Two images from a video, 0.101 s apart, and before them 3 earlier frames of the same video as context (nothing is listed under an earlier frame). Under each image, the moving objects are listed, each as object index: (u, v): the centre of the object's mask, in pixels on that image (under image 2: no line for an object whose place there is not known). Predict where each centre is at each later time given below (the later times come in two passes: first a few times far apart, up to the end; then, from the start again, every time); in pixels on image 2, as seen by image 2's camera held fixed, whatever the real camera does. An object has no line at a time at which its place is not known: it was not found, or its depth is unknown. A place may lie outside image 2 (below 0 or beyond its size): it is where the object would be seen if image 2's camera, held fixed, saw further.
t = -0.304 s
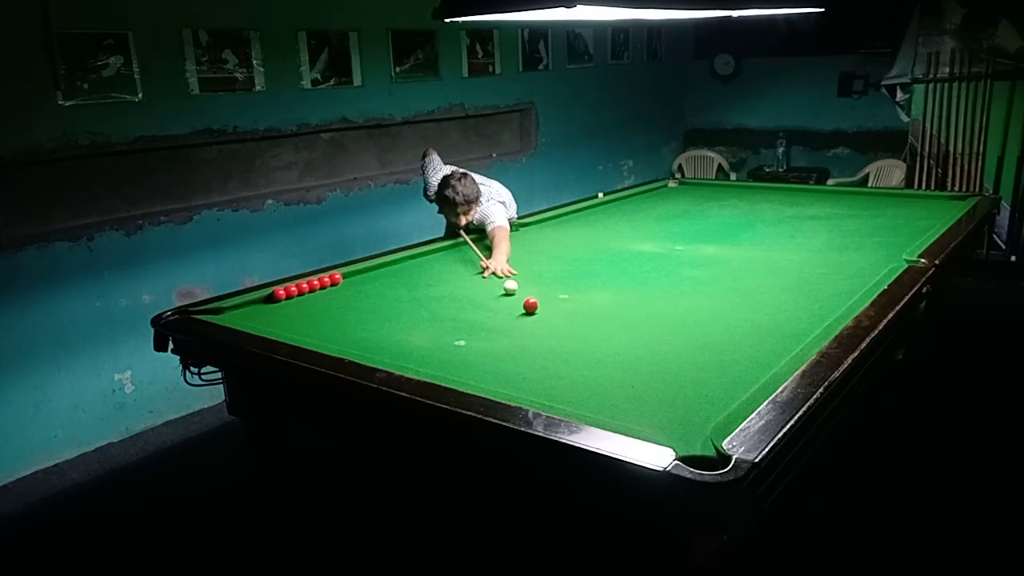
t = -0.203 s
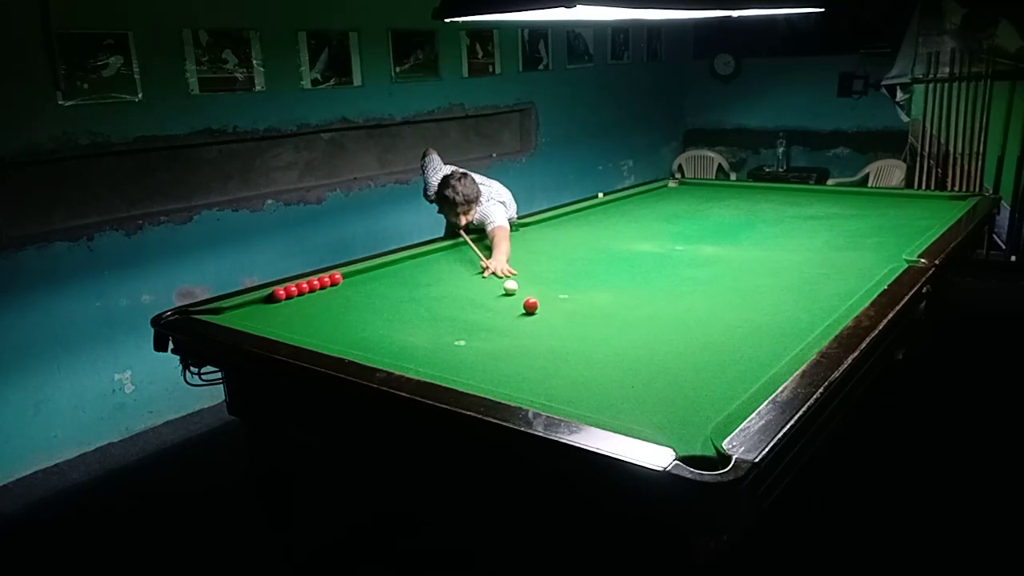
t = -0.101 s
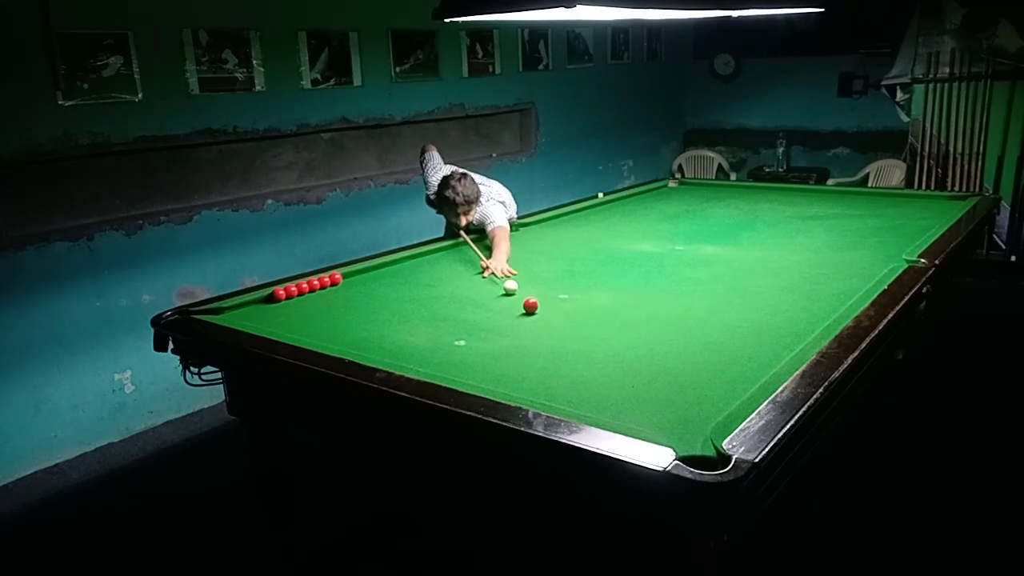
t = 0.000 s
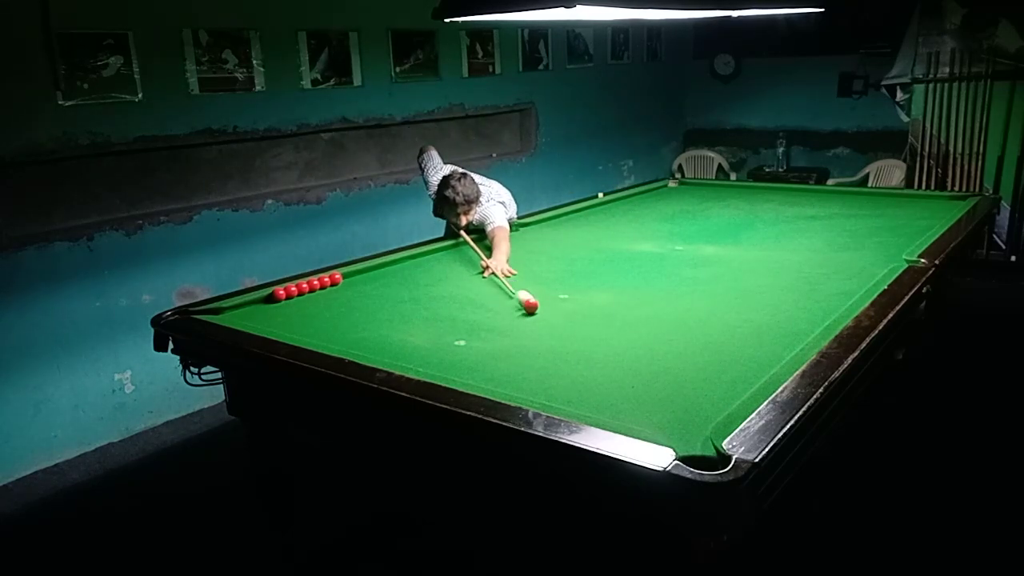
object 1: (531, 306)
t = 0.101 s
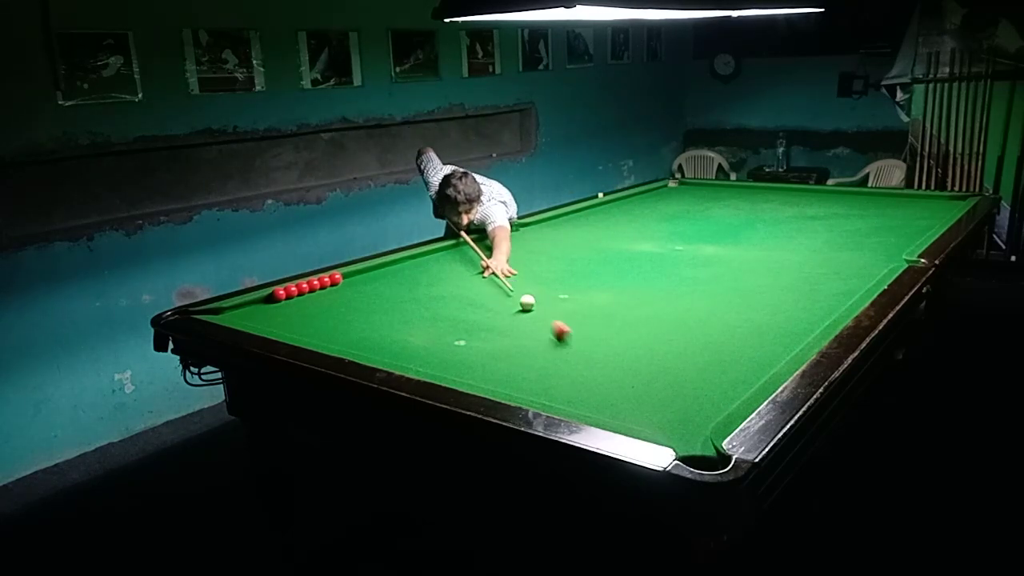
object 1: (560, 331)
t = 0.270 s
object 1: (622, 386)
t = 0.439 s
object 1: (707, 458)
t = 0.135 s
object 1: (571, 341)
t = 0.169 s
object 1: (583, 351)
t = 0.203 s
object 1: (596, 362)
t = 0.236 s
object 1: (608, 373)
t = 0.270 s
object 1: (622, 386)
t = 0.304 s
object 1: (636, 398)
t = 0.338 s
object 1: (651, 412)
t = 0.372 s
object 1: (669, 427)
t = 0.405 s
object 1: (686, 439)
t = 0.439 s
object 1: (707, 458)
